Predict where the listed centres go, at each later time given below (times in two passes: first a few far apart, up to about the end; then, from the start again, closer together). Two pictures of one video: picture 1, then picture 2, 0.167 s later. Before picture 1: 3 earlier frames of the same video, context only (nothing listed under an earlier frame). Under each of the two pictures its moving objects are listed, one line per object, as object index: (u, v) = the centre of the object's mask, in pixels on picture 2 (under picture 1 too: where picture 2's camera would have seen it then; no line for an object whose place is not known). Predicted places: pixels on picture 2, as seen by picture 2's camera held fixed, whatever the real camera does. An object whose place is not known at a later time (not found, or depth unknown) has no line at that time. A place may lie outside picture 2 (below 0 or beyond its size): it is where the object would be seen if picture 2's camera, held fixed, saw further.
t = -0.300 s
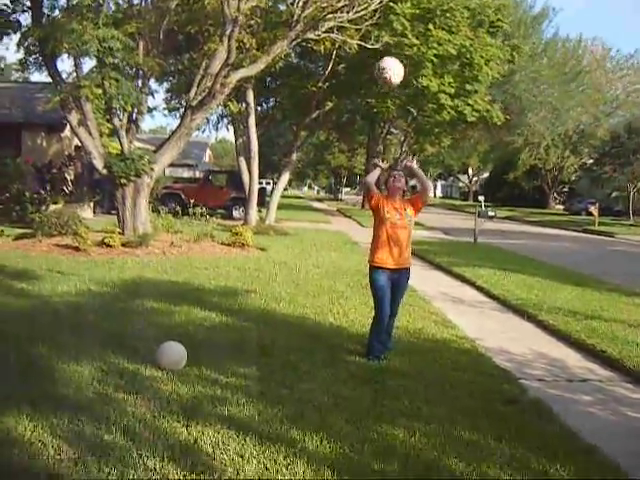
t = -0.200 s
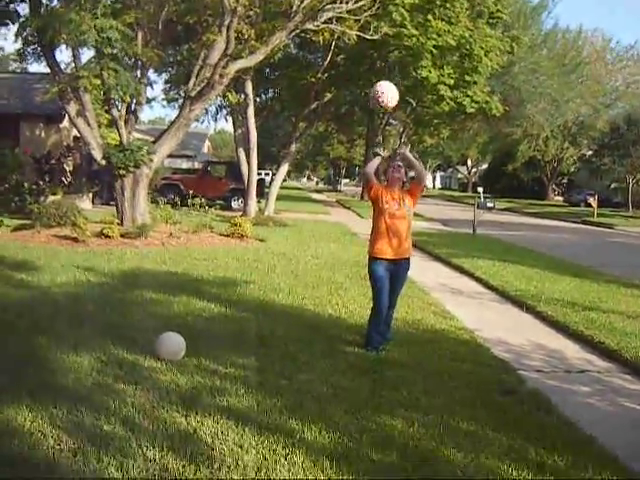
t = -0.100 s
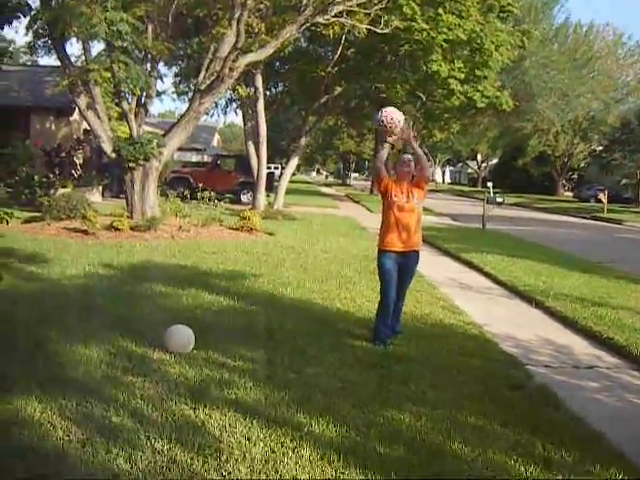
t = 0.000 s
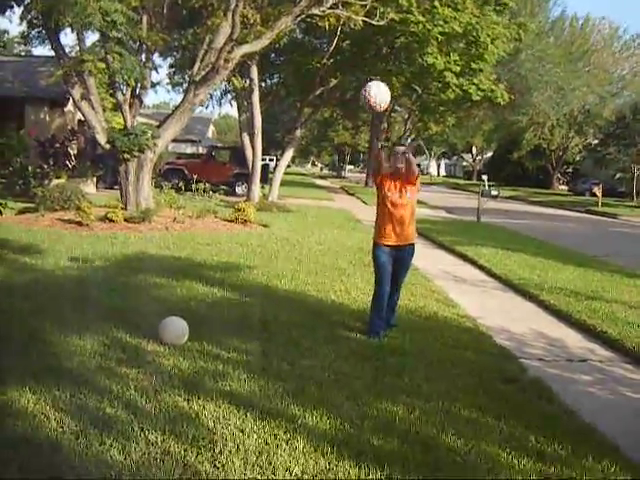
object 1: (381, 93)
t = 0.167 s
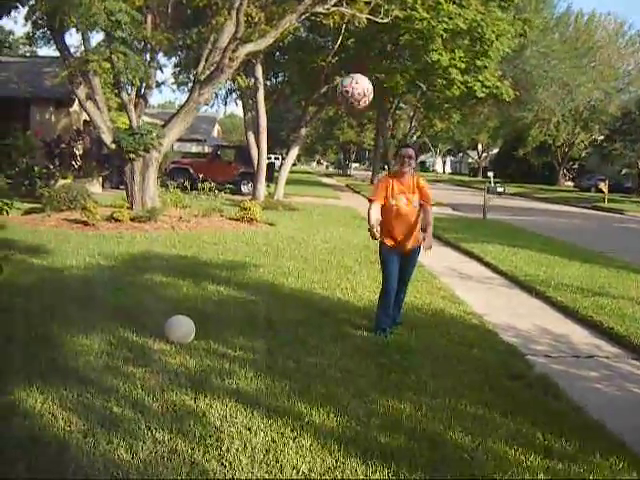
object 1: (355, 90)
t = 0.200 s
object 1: (349, 95)
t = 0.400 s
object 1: (299, 181)
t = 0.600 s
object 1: (221, 412)
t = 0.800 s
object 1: (185, 435)
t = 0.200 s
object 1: (349, 95)
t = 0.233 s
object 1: (341, 102)
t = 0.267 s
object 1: (335, 111)
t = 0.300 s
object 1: (328, 121)
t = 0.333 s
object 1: (318, 139)
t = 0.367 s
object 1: (308, 158)
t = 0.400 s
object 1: (299, 181)
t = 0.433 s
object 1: (288, 208)
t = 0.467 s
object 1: (276, 239)
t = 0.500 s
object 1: (264, 273)
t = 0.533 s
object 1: (252, 313)
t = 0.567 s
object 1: (238, 360)
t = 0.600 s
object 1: (221, 412)
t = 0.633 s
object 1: (205, 470)
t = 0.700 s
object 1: (193, 478)
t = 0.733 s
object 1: (190, 460)
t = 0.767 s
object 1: (187, 447)
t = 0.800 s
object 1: (185, 435)
